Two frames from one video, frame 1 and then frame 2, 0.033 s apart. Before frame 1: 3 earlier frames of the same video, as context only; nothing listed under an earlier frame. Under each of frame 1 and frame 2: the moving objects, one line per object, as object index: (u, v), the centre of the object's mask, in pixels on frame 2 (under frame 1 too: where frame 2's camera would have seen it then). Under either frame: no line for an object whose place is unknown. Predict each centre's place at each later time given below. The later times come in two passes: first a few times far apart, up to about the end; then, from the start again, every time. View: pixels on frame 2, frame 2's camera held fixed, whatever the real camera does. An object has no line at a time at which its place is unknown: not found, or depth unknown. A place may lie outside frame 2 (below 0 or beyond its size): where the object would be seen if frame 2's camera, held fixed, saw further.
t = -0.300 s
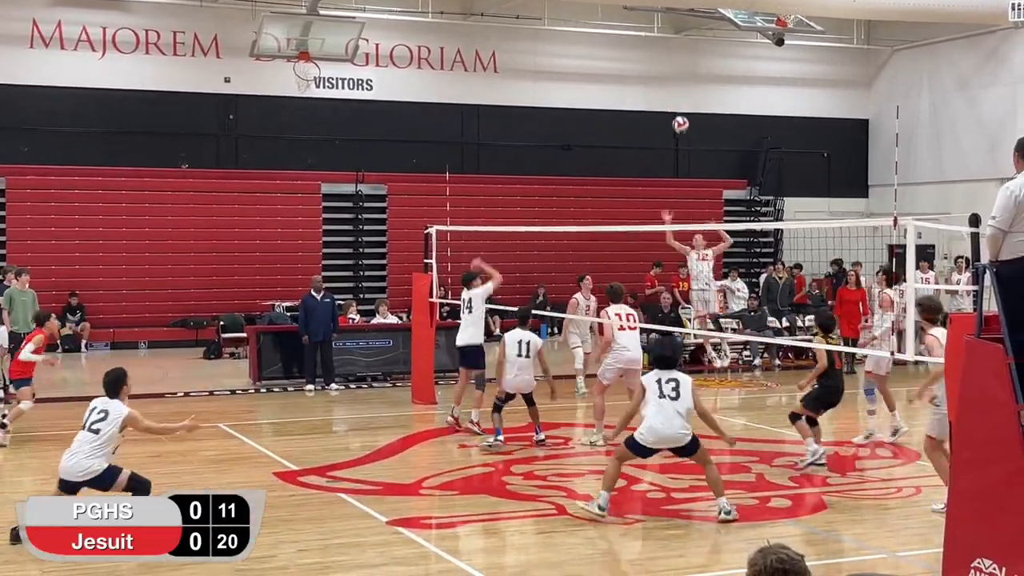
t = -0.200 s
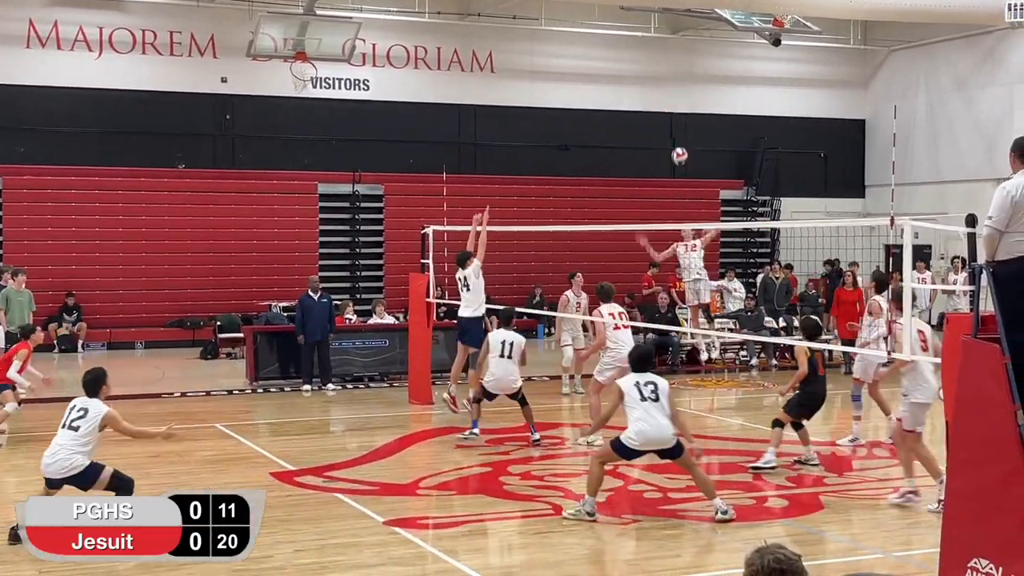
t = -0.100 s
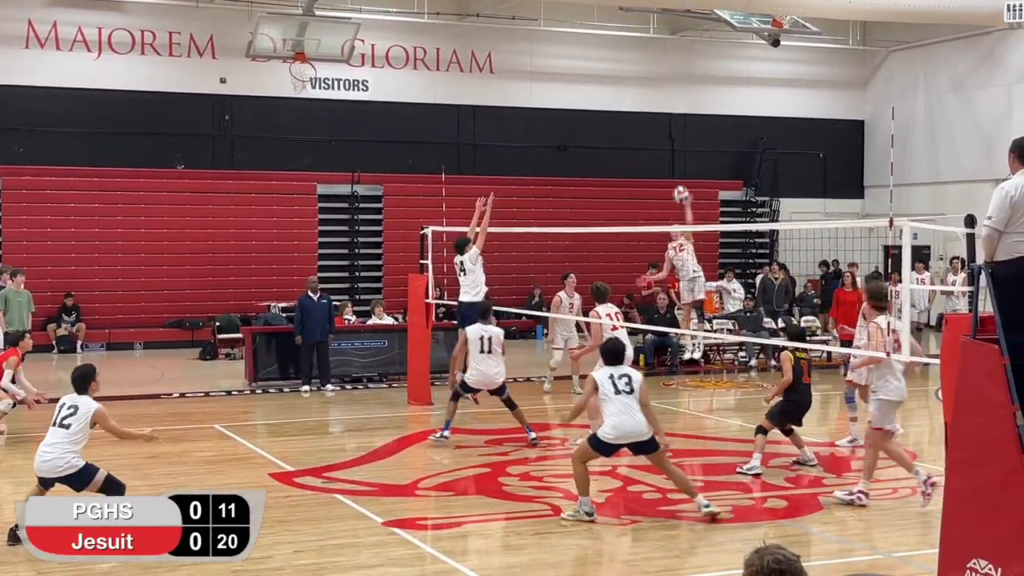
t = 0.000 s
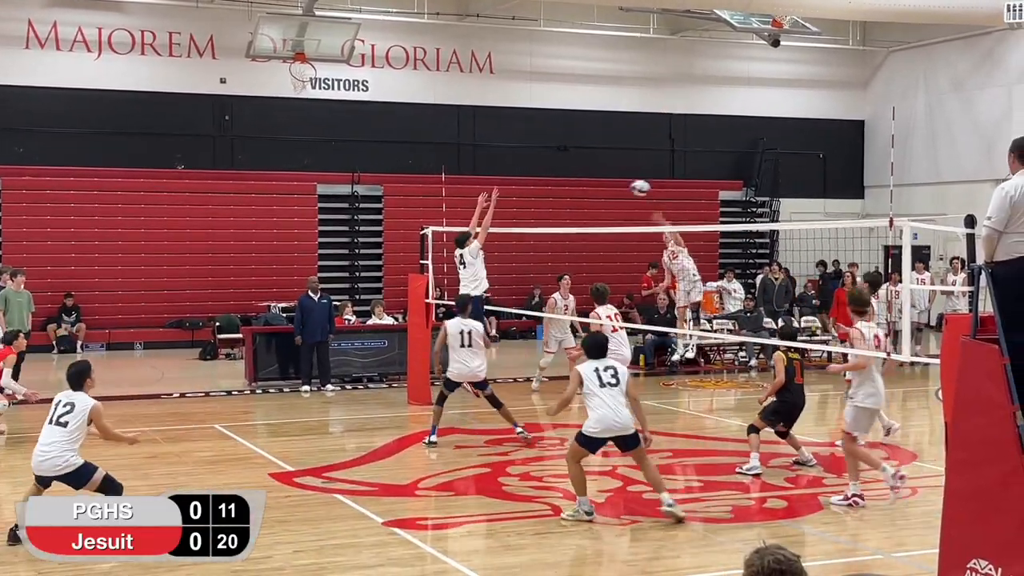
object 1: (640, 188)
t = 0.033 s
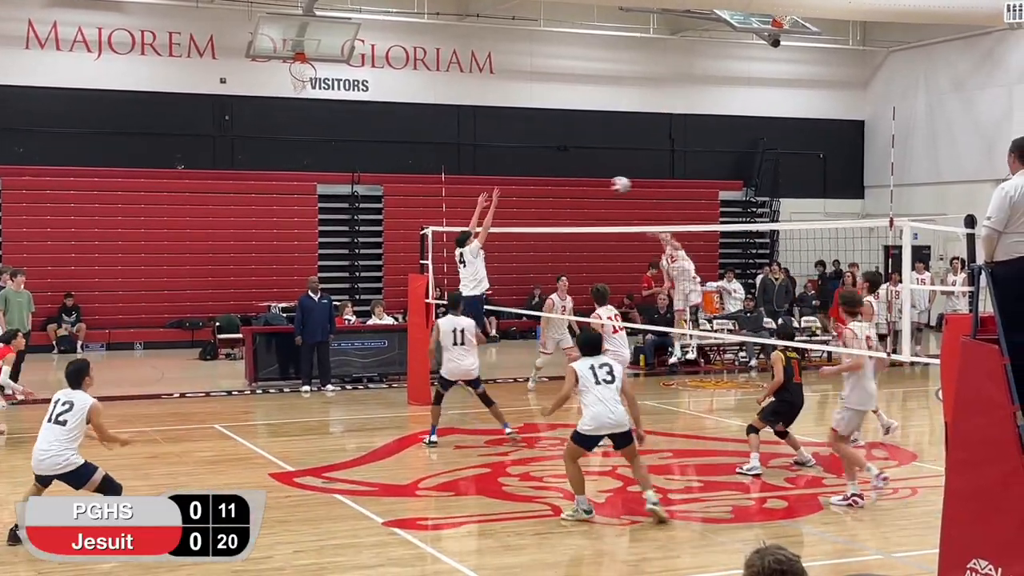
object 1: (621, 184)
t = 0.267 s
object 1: (465, 189)
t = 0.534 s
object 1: (222, 276)
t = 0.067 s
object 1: (601, 182)
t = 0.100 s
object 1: (580, 180)
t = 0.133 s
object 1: (559, 180)
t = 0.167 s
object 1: (537, 180)
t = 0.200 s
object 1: (514, 181)
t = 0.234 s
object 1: (490, 185)
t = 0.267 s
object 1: (465, 189)
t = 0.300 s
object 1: (439, 194)
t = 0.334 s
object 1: (412, 201)
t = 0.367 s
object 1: (384, 209)
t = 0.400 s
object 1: (354, 218)
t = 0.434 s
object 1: (323, 230)
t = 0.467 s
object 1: (290, 243)
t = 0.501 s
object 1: (258, 259)
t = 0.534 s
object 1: (222, 276)
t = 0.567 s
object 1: (185, 295)
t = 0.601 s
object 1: (145, 316)
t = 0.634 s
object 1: (105, 340)
